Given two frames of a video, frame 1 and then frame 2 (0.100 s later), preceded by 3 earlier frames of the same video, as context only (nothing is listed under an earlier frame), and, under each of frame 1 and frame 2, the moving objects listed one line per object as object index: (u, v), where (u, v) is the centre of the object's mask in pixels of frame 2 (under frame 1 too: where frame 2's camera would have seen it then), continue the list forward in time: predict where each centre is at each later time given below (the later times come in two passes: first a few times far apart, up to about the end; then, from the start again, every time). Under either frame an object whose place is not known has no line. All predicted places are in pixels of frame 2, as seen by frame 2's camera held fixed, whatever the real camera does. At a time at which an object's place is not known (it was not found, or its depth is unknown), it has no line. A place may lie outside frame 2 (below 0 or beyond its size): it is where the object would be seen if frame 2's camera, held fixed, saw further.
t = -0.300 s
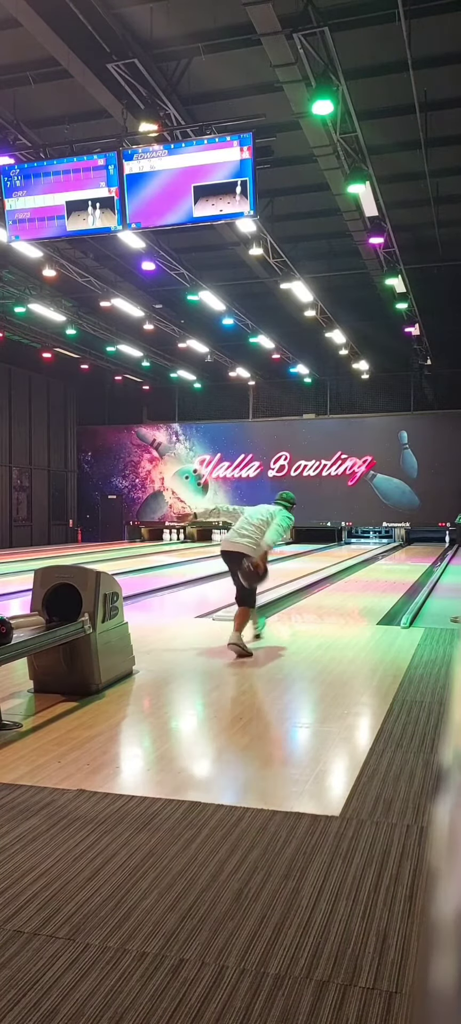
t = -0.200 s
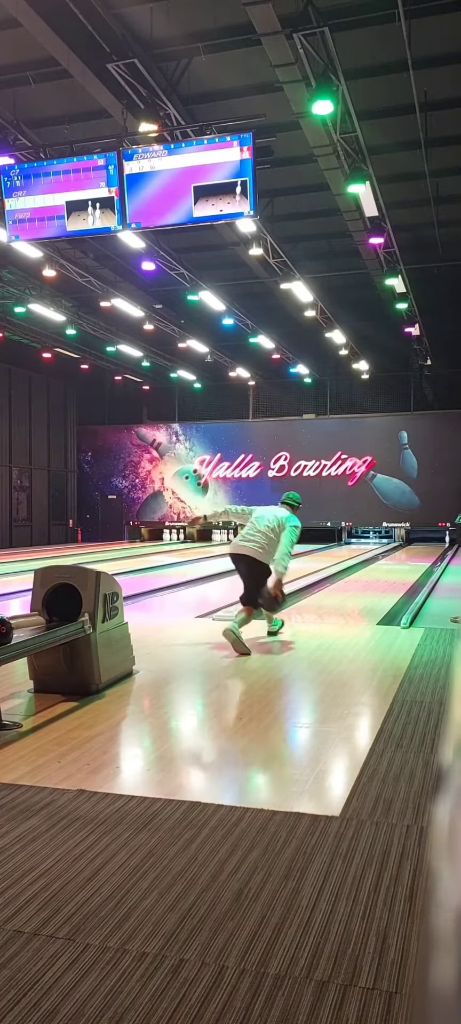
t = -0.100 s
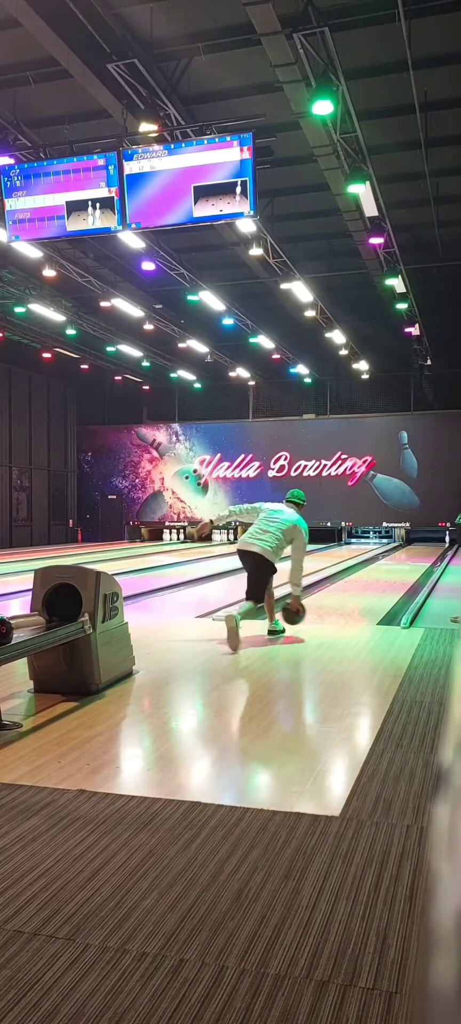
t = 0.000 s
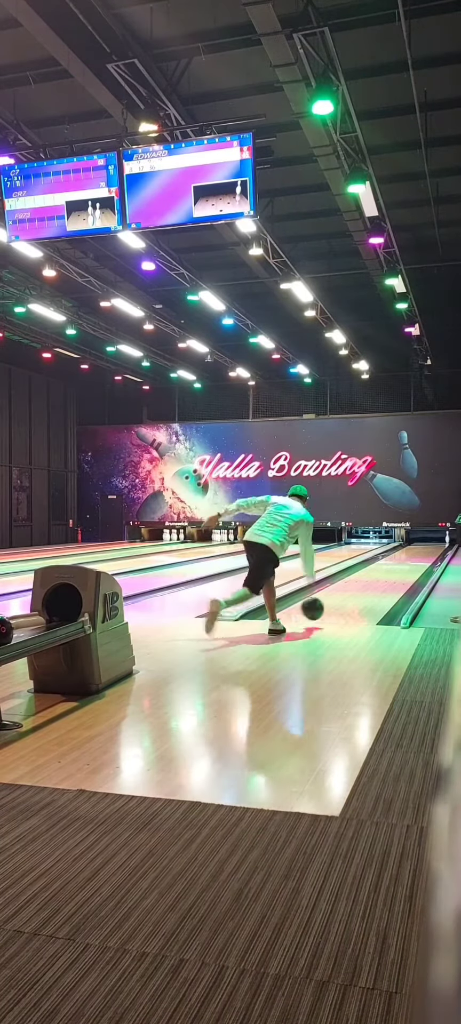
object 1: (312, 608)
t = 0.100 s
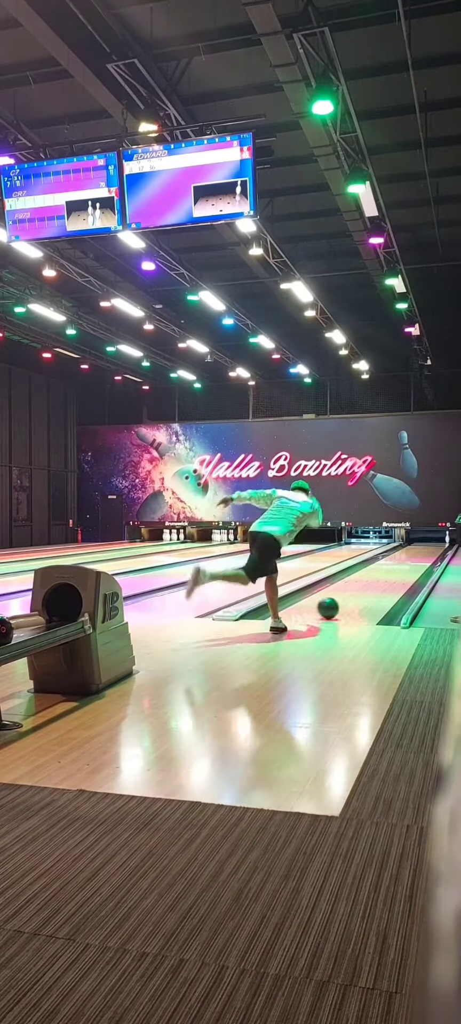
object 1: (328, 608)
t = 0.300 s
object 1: (353, 595)
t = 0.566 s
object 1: (377, 583)
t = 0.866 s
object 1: (396, 572)
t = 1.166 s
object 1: (410, 565)
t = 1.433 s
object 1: (420, 559)
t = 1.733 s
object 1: (429, 554)
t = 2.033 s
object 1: (435, 550)
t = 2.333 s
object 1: (440, 547)
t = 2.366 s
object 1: (440, 547)
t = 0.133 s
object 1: (333, 606)
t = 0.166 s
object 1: (337, 604)
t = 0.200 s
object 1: (341, 601)
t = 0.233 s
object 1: (345, 599)
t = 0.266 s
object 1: (349, 597)
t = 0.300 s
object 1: (353, 595)
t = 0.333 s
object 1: (356, 594)
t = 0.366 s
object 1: (359, 592)
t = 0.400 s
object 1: (363, 590)
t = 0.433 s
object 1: (365, 589)
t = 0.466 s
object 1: (369, 587)
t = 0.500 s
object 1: (371, 585)
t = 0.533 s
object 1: (374, 584)
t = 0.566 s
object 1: (377, 583)
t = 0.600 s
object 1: (379, 581)
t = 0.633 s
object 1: (382, 580)
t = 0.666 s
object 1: (384, 579)
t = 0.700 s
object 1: (386, 578)
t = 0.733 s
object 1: (388, 577)
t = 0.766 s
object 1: (390, 575)
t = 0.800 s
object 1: (392, 574)
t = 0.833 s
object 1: (394, 573)
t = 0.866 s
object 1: (396, 572)
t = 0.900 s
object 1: (398, 571)
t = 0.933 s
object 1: (400, 570)
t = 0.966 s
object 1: (401, 570)
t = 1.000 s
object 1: (403, 569)
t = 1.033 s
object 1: (405, 568)
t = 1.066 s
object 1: (406, 567)
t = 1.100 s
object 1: (408, 566)
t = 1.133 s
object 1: (409, 566)
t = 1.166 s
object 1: (410, 565)
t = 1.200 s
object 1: (412, 564)
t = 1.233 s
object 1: (413, 563)
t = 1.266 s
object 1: (415, 562)
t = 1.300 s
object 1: (416, 562)
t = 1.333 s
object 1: (417, 561)
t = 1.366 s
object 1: (418, 560)
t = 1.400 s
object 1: (419, 560)
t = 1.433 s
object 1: (420, 559)
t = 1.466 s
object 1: (421, 558)
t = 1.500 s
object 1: (422, 558)
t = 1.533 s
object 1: (423, 557)
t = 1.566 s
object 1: (424, 557)
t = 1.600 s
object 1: (425, 556)
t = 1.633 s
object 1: (426, 556)
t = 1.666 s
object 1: (427, 555)
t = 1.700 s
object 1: (428, 555)
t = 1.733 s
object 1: (429, 554)
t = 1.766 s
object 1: (429, 554)
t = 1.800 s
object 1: (430, 553)
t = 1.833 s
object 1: (431, 552)
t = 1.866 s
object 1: (432, 552)
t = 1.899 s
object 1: (432, 552)
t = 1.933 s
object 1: (433, 551)
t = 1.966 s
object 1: (434, 551)
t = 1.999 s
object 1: (435, 551)
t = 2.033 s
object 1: (435, 550)
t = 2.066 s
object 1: (436, 550)
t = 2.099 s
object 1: (436, 550)
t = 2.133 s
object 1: (437, 549)
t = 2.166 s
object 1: (438, 549)
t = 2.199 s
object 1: (438, 549)
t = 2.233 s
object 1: (439, 548)
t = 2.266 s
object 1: (439, 548)
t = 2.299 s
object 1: (439, 548)
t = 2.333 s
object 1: (440, 547)
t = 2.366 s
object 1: (440, 547)
